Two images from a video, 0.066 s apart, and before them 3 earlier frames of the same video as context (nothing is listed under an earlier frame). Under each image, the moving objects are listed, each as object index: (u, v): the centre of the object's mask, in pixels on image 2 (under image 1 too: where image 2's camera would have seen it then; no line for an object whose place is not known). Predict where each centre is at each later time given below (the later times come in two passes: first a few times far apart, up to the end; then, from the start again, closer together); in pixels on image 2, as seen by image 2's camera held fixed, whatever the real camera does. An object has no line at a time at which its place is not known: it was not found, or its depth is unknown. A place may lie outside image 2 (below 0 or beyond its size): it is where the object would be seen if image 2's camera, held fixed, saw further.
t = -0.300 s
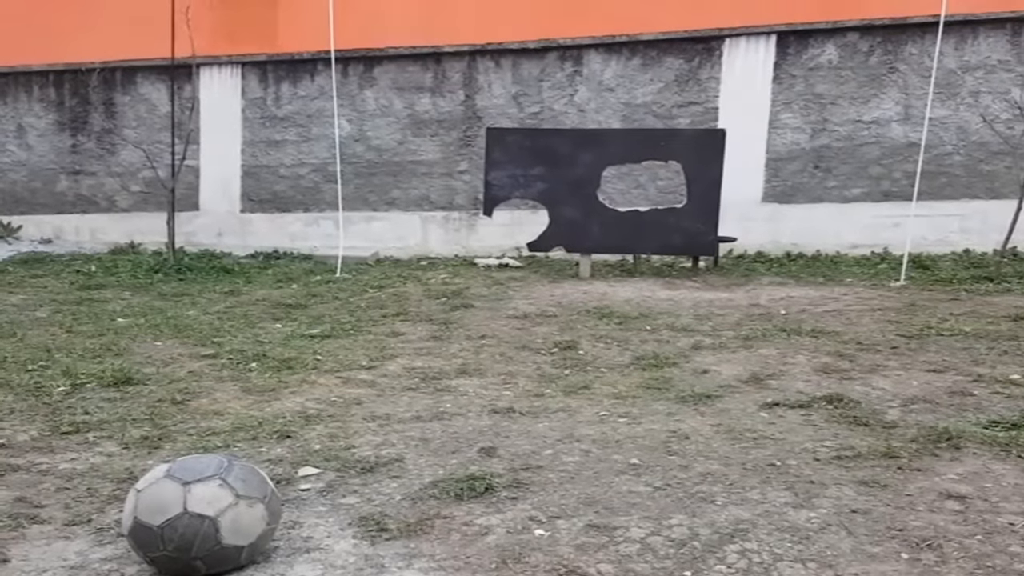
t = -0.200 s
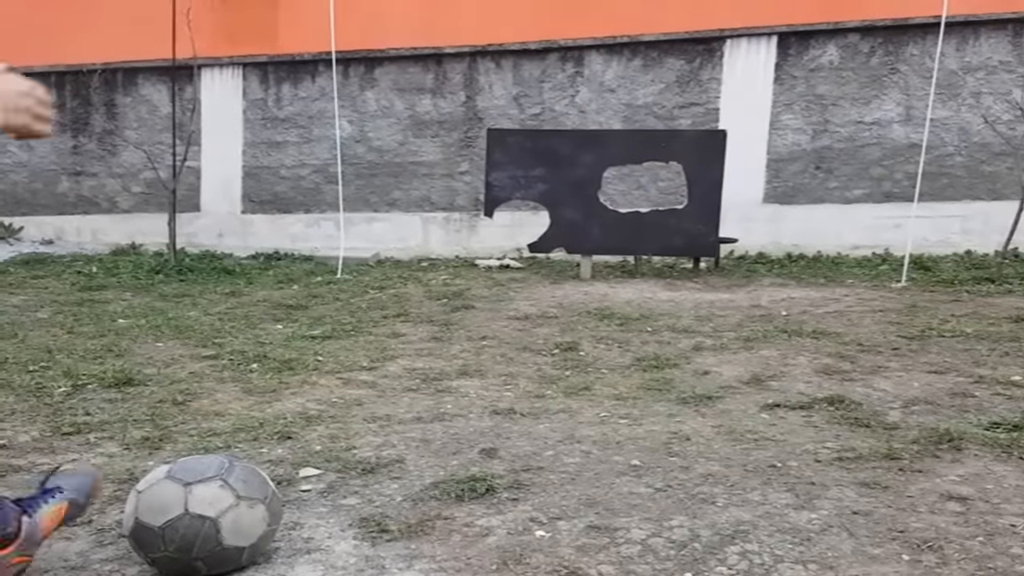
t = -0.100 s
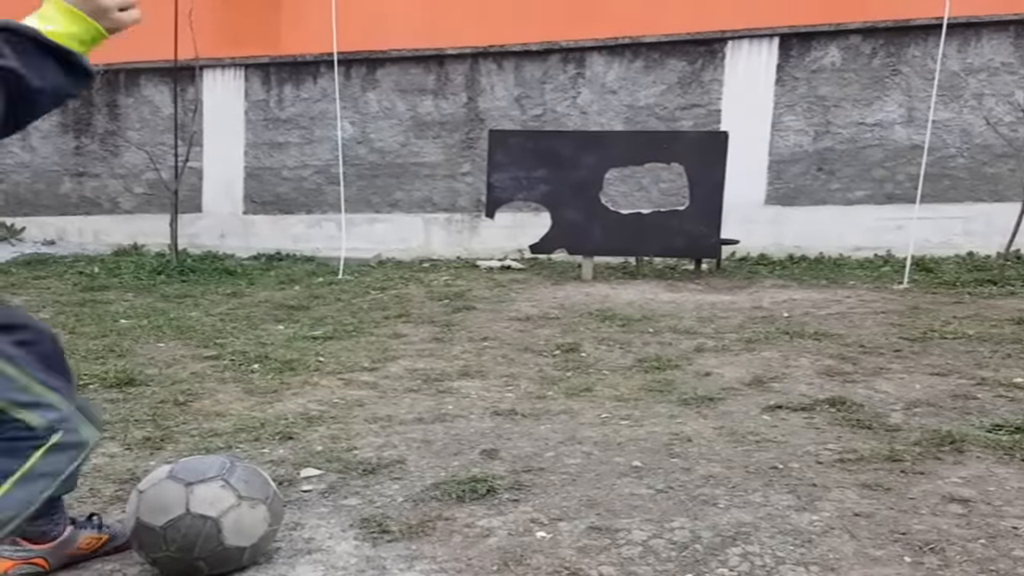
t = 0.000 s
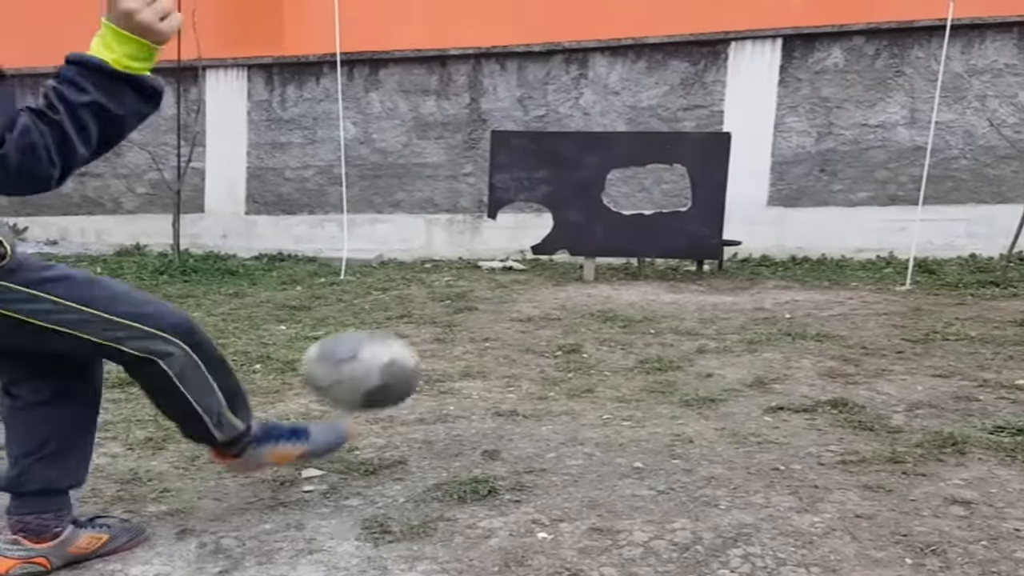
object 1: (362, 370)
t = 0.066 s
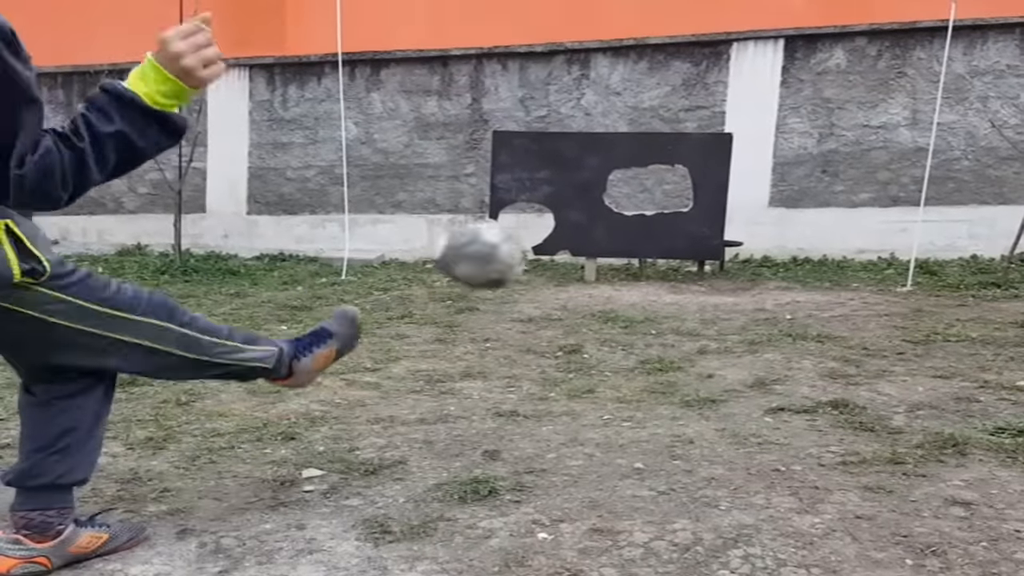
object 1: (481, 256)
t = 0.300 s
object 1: (645, 136)
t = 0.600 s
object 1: (724, 155)
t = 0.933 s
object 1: (839, 286)
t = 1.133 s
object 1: (865, 208)
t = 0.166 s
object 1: (578, 171)
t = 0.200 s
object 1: (599, 156)
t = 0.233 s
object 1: (617, 148)
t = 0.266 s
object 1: (633, 142)
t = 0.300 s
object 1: (645, 136)
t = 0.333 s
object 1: (656, 134)
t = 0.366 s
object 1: (666, 135)
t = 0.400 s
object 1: (674, 135)
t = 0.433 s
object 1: (680, 138)
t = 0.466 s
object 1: (688, 137)
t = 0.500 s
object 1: (696, 138)
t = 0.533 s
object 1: (705, 142)
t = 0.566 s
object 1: (714, 147)
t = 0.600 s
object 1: (724, 155)
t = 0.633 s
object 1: (734, 165)
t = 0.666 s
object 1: (746, 178)
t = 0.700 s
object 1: (758, 194)
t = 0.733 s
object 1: (770, 213)
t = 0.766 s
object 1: (783, 237)
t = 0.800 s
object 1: (800, 265)
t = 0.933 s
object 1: (839, 286)
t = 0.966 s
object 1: (845, 270)
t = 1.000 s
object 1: (847, 254)
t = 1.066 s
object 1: (855, 226)
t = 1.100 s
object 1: (860, 215)
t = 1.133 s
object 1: (865, 208)
